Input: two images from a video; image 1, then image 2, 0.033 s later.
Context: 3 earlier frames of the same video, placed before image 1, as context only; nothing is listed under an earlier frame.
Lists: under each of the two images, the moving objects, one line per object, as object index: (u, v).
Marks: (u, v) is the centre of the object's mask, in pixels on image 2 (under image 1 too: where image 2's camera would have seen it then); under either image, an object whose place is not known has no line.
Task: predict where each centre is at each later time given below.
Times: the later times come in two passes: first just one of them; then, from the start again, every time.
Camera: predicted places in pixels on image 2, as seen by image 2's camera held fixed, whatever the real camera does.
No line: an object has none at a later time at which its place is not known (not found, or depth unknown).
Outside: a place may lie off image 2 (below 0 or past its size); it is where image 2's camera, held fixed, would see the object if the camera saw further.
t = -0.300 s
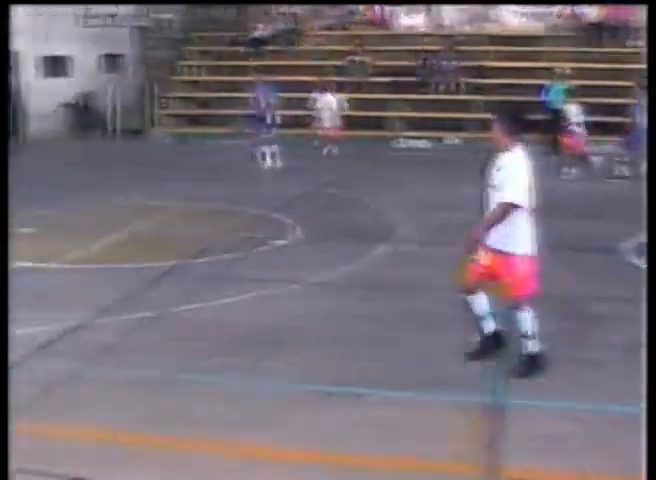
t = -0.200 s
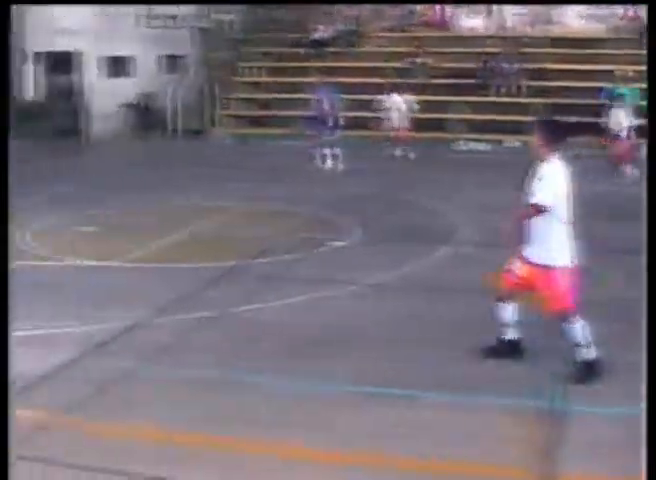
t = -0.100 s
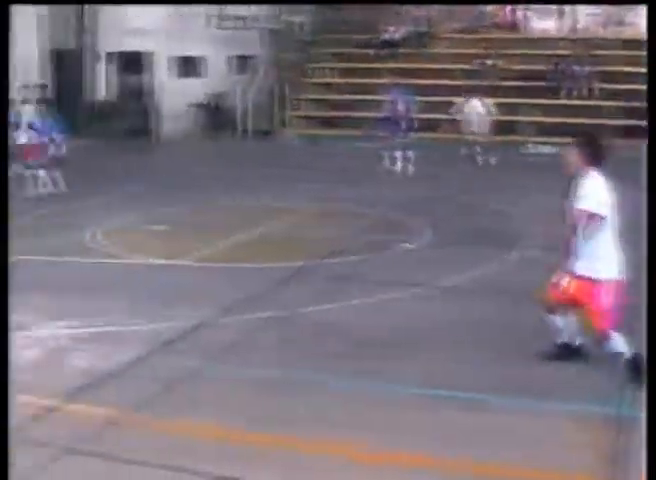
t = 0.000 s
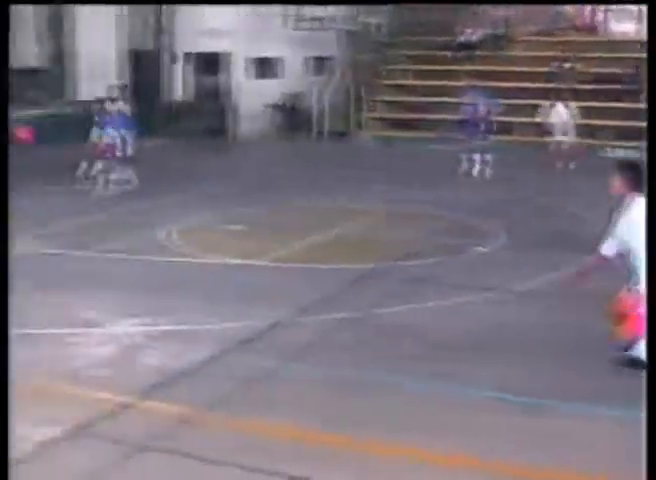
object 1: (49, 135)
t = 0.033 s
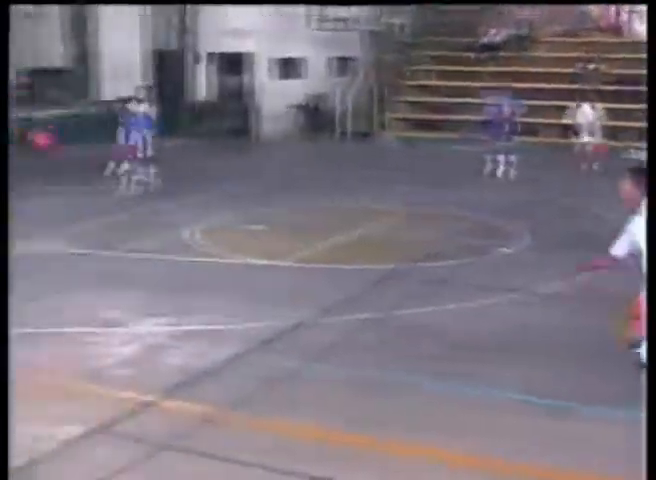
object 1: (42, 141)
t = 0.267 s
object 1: (7, 228)
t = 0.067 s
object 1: (32, 147)
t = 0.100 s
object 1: (28, 156)
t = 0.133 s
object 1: (23, 166)
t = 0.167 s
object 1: (22, 179)
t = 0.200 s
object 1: (14, 194)
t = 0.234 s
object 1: (10, 210)
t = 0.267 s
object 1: (7, 228)
